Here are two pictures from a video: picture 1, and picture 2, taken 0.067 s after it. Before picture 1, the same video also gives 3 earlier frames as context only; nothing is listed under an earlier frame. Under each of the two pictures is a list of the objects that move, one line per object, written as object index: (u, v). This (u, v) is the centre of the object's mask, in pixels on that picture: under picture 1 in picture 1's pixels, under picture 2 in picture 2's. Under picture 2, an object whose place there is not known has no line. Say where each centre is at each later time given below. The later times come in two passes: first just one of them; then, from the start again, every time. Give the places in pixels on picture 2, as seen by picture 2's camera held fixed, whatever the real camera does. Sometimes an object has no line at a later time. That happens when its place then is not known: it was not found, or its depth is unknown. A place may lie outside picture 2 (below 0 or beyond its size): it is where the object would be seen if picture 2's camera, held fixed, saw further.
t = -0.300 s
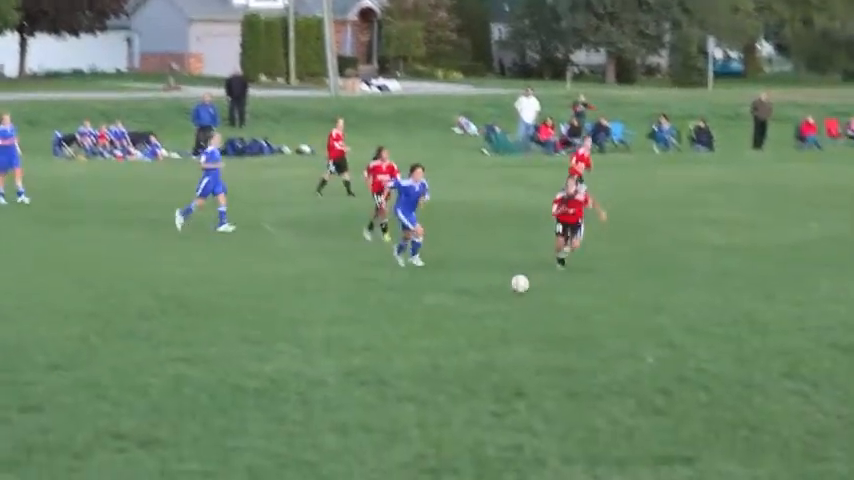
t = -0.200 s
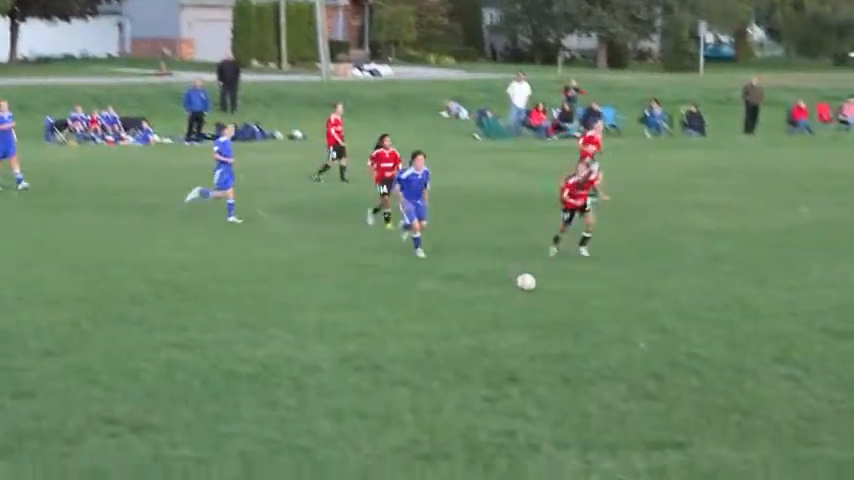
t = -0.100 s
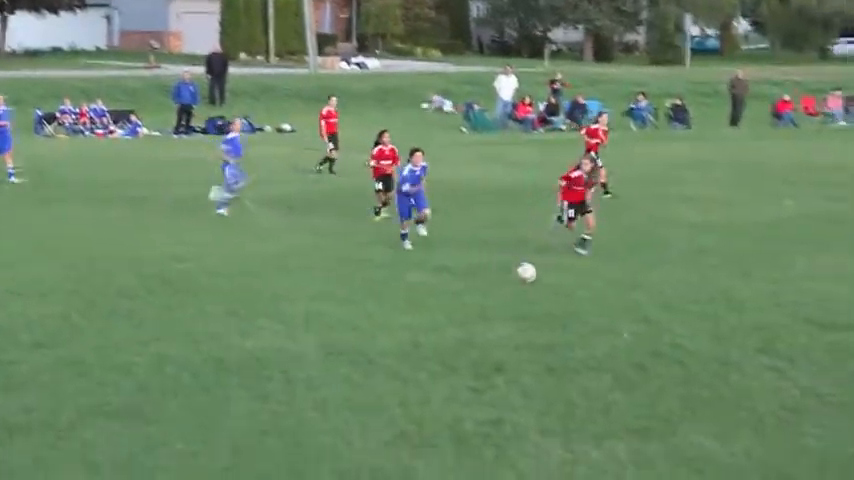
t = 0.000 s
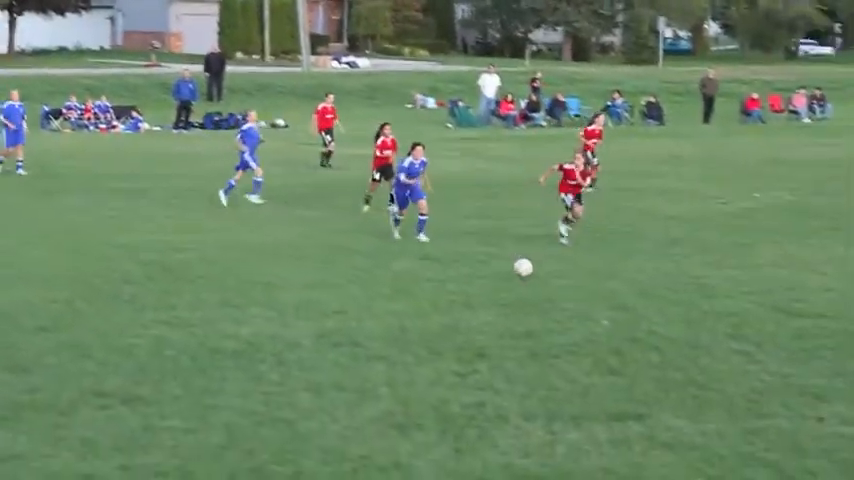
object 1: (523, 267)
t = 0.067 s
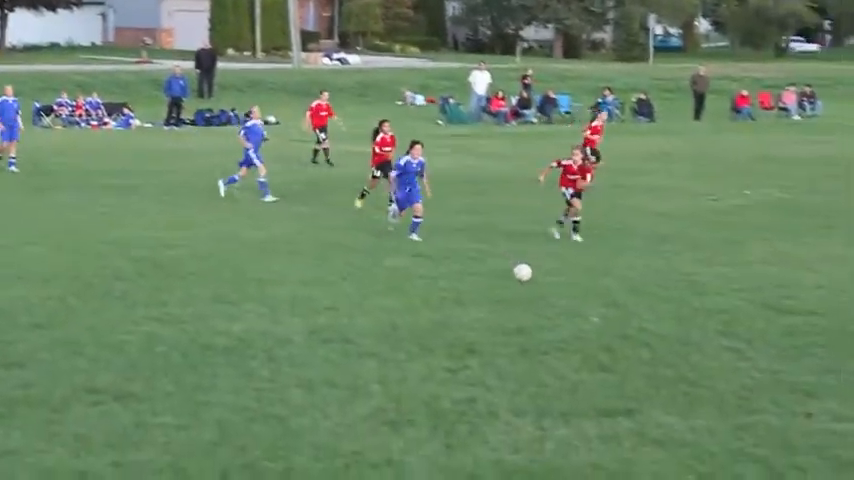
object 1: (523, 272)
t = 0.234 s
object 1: (540, 276)
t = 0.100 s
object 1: (526, 276)
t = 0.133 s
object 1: (530, 272)
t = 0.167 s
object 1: (533, 274)
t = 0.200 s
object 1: (537, 274)
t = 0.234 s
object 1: (540, 276)
